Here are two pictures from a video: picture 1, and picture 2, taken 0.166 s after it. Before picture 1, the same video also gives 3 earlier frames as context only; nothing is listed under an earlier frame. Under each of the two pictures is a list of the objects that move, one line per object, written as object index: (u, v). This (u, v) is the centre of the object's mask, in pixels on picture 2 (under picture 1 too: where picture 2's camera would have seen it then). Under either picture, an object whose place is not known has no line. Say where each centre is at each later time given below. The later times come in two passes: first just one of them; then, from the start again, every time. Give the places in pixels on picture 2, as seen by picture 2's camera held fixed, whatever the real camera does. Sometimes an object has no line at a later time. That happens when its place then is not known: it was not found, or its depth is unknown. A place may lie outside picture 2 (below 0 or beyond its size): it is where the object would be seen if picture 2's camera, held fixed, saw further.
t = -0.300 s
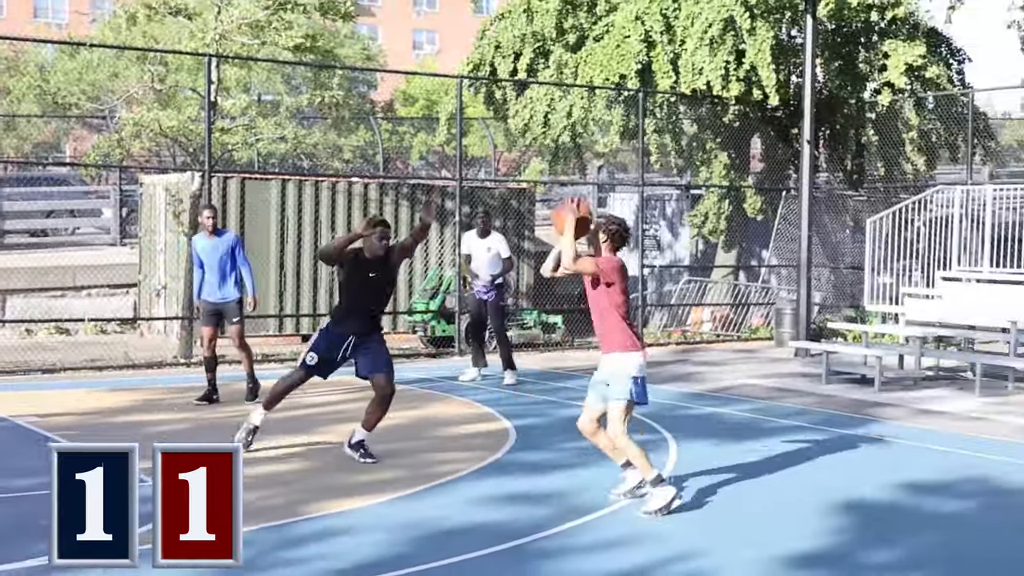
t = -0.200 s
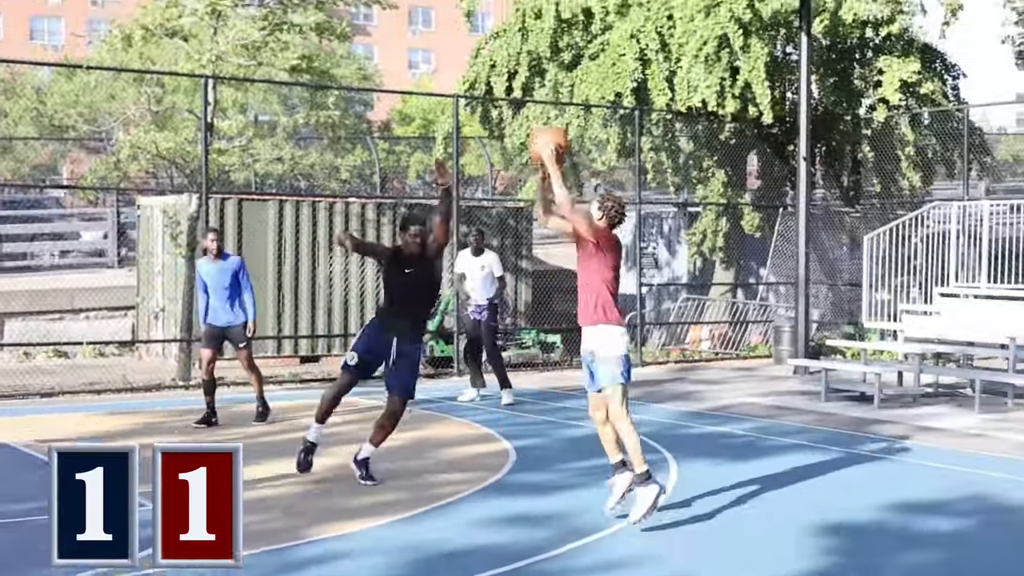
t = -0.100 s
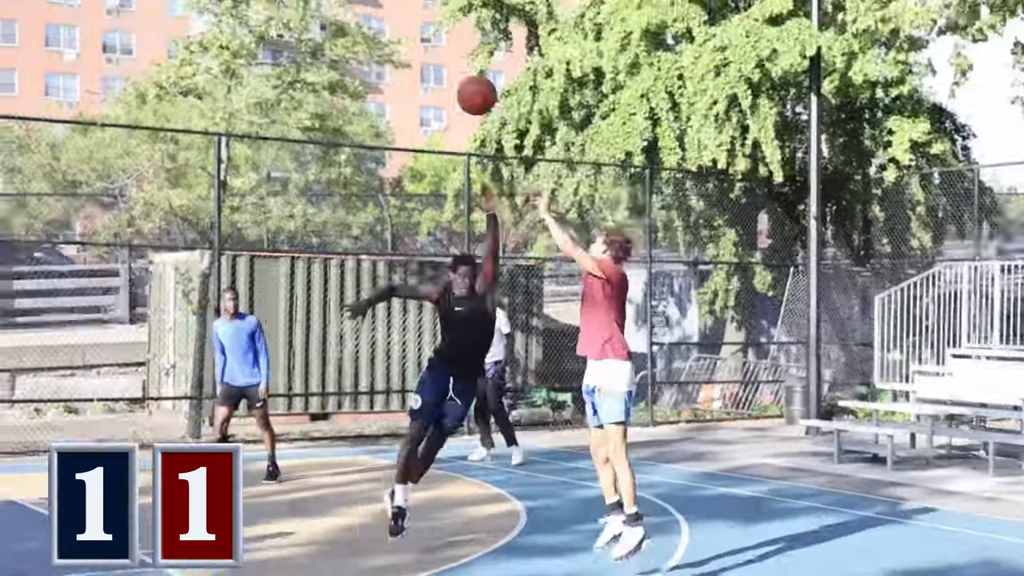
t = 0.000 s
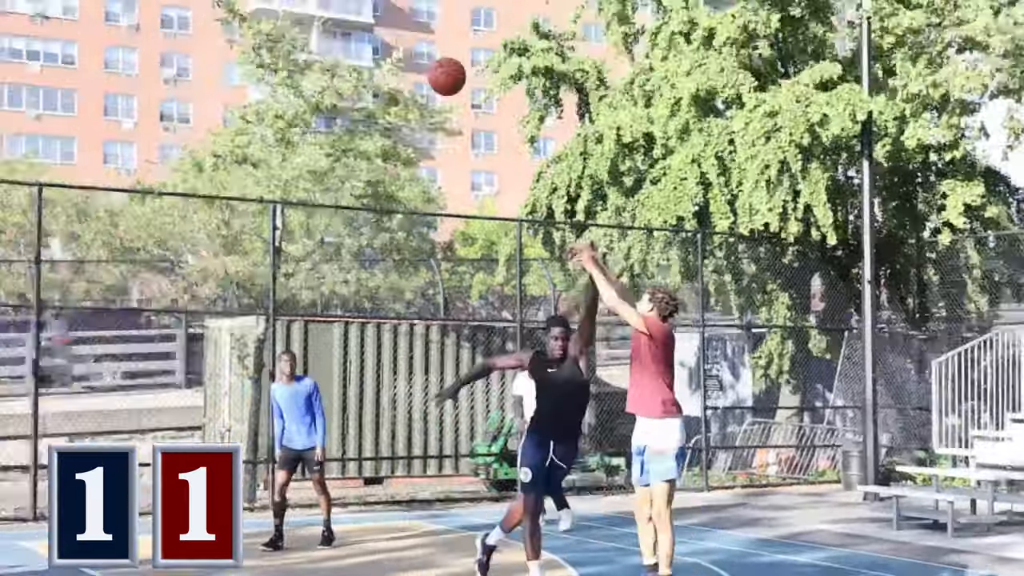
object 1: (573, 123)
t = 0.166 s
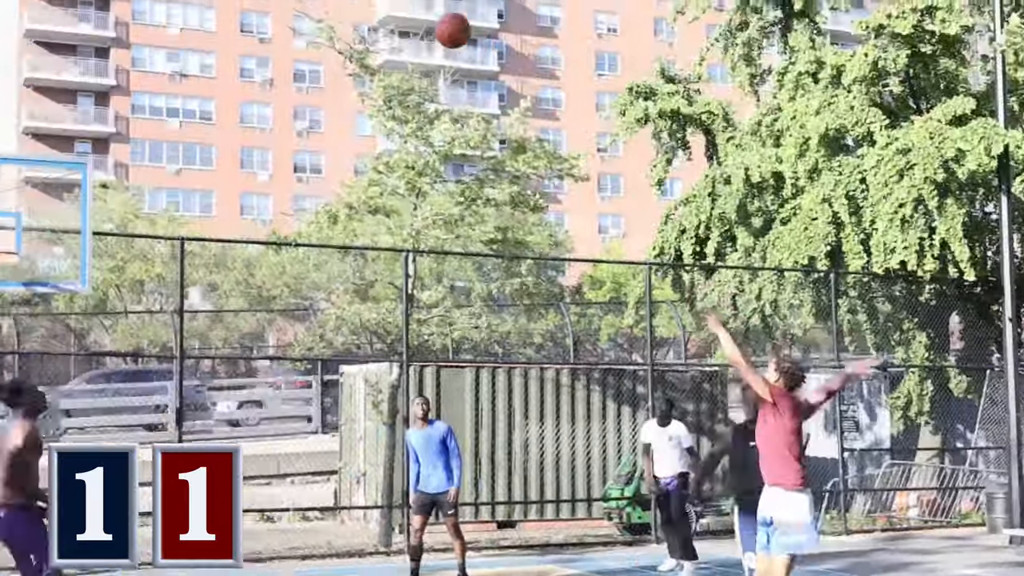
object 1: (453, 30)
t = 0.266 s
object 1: (389, 1)
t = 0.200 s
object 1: (432, 17)
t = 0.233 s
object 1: (411, 6)
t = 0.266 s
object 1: (389, 1)
